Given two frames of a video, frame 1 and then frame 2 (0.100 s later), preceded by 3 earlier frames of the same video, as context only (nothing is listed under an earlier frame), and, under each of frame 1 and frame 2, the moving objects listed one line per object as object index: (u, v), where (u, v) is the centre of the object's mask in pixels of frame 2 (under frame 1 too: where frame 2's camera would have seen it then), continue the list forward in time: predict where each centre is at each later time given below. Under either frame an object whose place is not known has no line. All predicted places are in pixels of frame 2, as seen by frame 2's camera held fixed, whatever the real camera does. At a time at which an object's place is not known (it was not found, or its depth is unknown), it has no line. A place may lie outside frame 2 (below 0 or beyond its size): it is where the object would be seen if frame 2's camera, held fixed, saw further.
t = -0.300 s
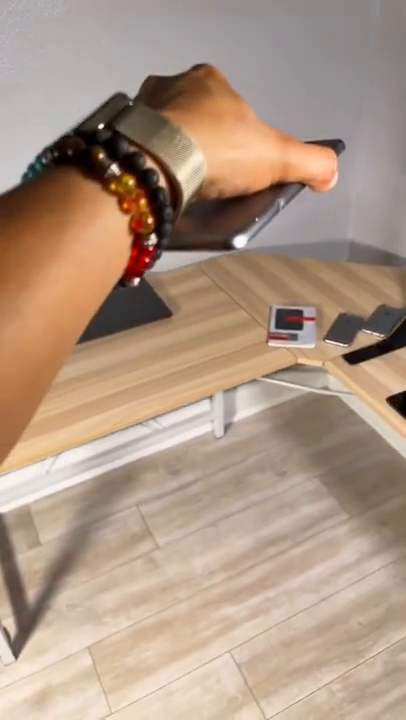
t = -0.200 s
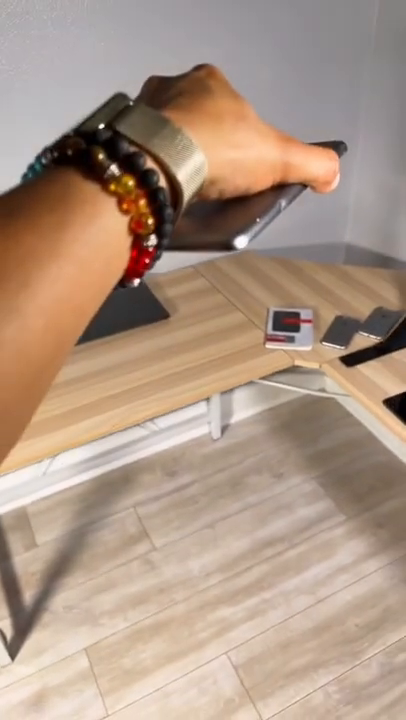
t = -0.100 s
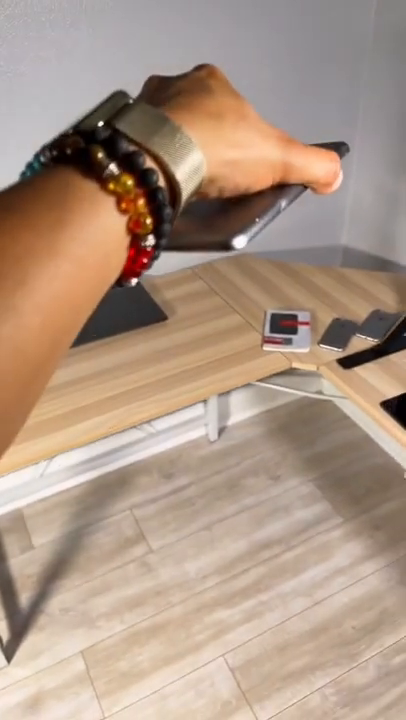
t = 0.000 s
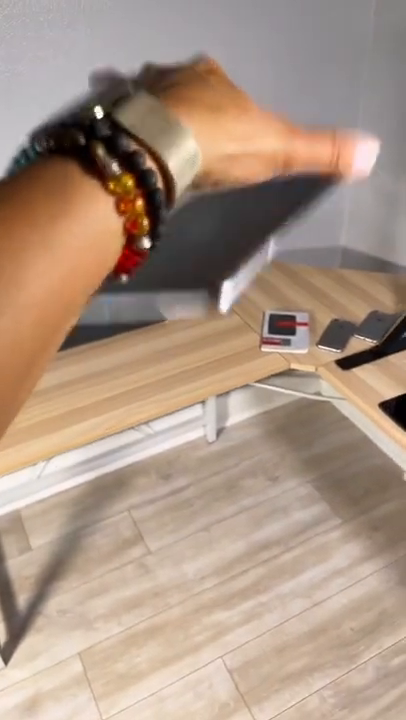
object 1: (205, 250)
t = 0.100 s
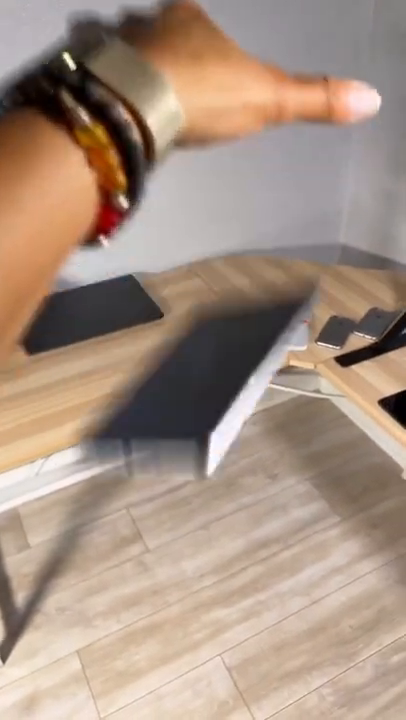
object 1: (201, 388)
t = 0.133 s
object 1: (203, 442)
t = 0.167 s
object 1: (203, 493)
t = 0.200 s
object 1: (202, 538)
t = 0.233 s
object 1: (203, 584)
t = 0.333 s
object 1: (203, 705)
